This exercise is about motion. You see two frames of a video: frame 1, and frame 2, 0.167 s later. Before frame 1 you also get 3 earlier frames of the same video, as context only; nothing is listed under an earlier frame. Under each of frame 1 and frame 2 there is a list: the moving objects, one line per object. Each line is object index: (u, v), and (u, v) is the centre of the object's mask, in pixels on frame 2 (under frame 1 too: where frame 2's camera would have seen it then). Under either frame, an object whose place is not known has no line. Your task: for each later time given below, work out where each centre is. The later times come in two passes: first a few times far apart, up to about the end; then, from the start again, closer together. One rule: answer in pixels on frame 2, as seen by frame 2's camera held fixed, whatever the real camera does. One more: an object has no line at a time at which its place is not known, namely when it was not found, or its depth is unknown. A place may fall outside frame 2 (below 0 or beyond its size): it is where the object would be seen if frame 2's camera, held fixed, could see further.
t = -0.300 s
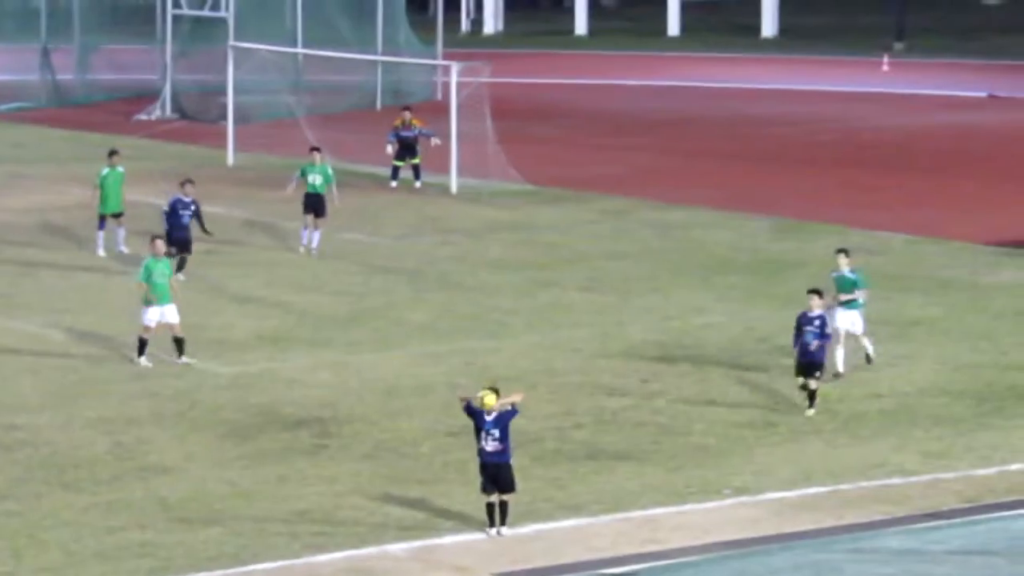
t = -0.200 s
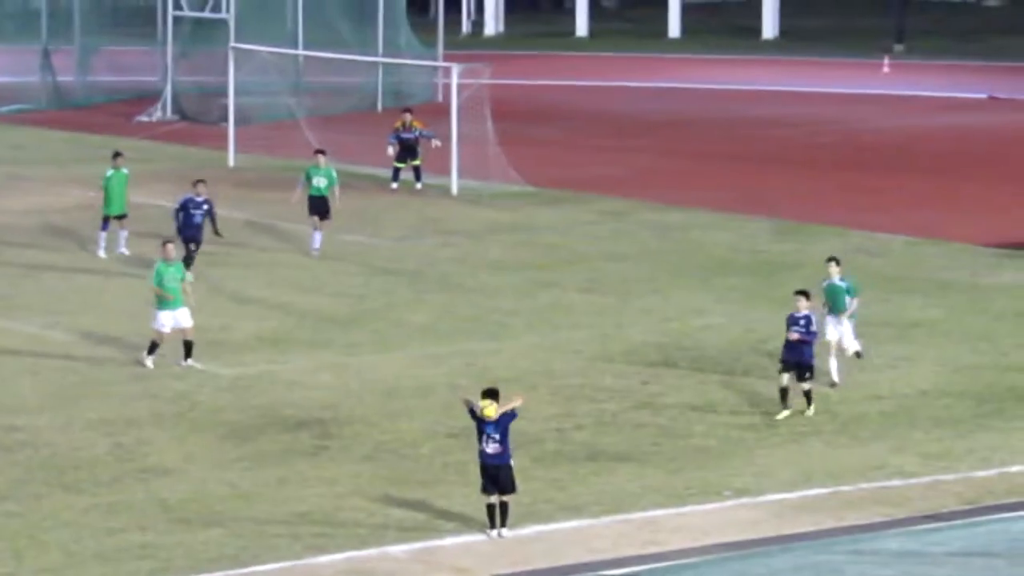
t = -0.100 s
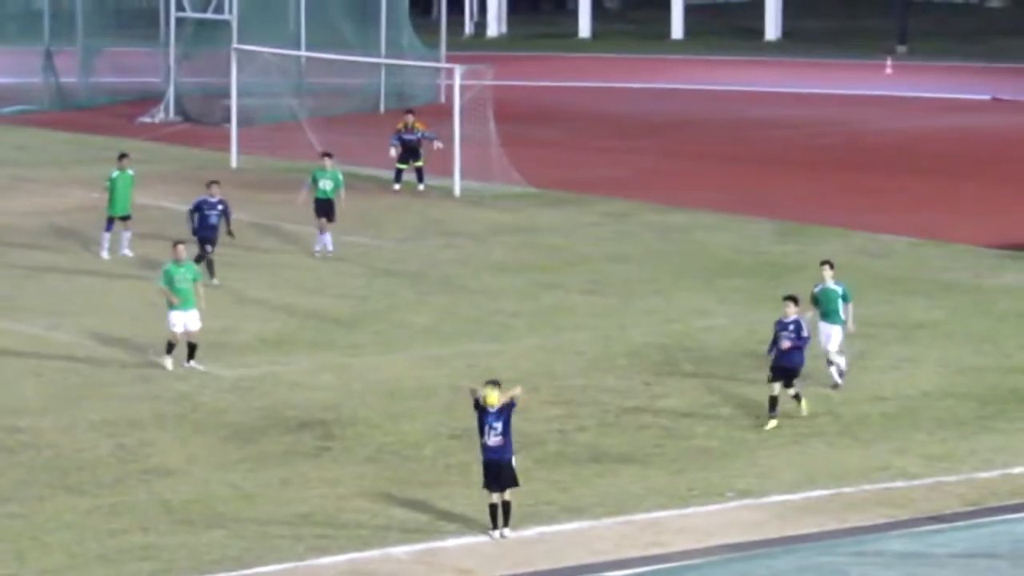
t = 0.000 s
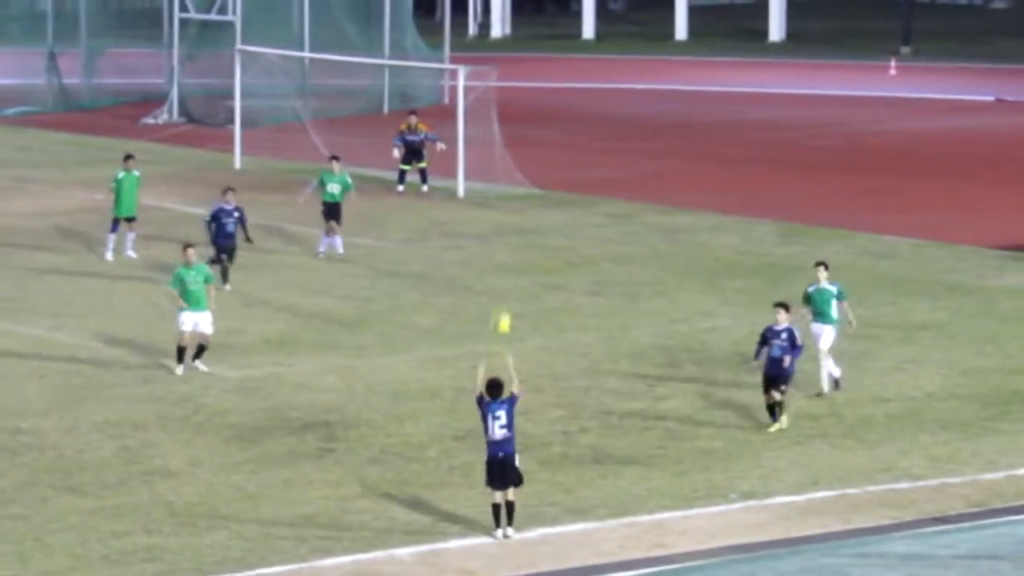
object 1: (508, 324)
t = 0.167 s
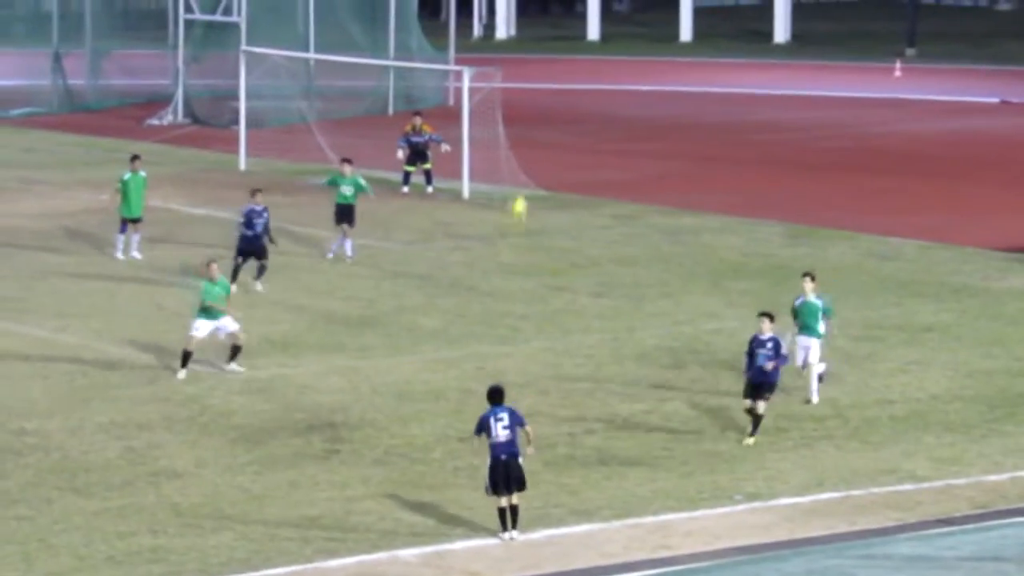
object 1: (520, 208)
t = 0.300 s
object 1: (525, 138)
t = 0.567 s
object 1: (537, 52)
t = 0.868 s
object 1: (547, 28)
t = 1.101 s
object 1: (555, 53)
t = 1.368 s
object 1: (562, 123)
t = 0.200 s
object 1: (521, 187)
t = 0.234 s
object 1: (522, 170)
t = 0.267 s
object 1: (524, 153)
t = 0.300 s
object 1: (525, 138)
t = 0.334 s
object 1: (527, 124)
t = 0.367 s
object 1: (529, 110)
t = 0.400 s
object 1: (530, 98)
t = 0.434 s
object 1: (532, 87)
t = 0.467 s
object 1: (534, 76)
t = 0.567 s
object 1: (537, 52)
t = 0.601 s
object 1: (538, 46)
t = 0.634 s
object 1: (539, 40)
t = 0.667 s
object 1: (541, 36)
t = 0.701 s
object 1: (542, 33)
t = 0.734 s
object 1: (543, 30)
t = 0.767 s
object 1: (544, 28)
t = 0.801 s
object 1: (546, 27)
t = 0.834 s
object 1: (546, 27)
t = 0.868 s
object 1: (547, 28)
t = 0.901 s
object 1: (548, 29)
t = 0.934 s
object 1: (549, 31)
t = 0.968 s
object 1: (551, 34)
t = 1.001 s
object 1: (552, 37)
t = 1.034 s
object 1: (553, 42)
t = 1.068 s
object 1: (554, 47)
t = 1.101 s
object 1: (555, 53)
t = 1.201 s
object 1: (557, 74)
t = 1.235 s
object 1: (558, 82)
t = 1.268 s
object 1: (560, 92)
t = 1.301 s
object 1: (560, 100)
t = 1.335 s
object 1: (561, 111)
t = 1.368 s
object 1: (562, 123)
